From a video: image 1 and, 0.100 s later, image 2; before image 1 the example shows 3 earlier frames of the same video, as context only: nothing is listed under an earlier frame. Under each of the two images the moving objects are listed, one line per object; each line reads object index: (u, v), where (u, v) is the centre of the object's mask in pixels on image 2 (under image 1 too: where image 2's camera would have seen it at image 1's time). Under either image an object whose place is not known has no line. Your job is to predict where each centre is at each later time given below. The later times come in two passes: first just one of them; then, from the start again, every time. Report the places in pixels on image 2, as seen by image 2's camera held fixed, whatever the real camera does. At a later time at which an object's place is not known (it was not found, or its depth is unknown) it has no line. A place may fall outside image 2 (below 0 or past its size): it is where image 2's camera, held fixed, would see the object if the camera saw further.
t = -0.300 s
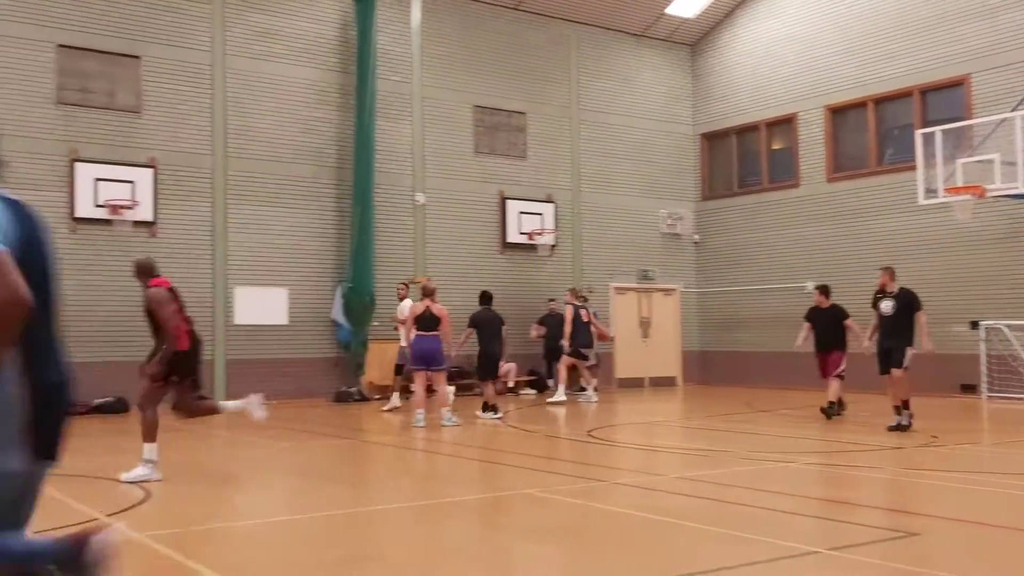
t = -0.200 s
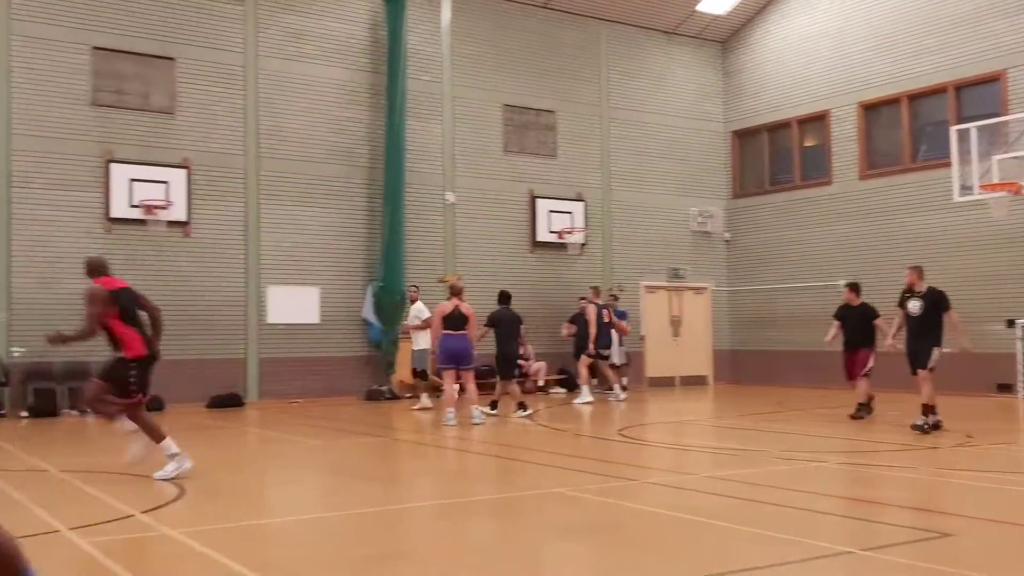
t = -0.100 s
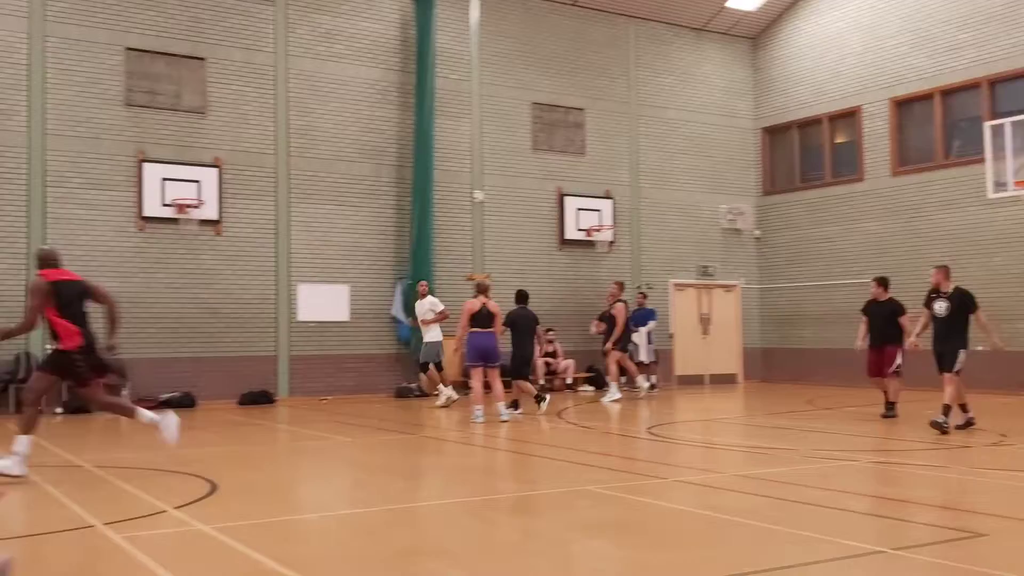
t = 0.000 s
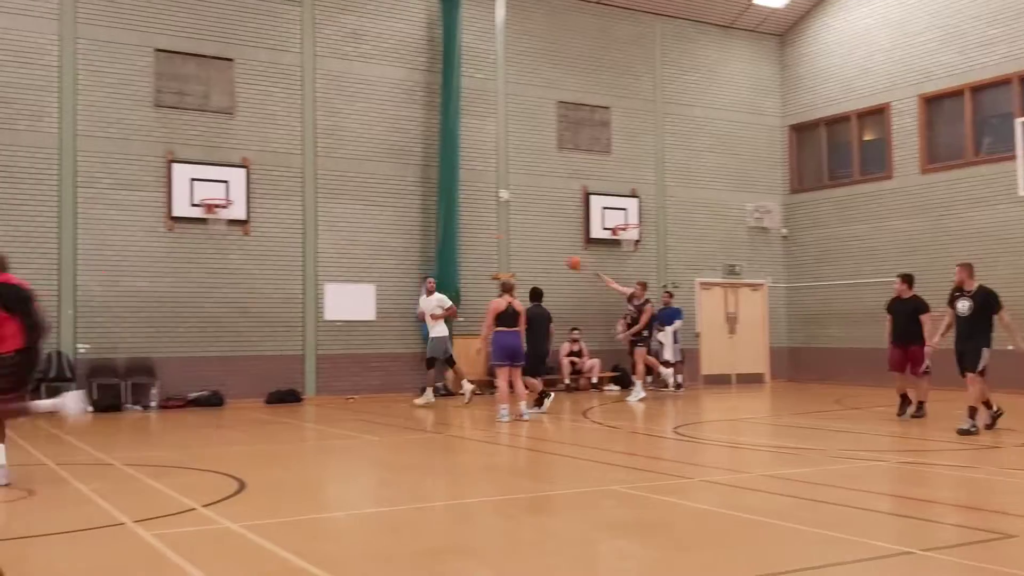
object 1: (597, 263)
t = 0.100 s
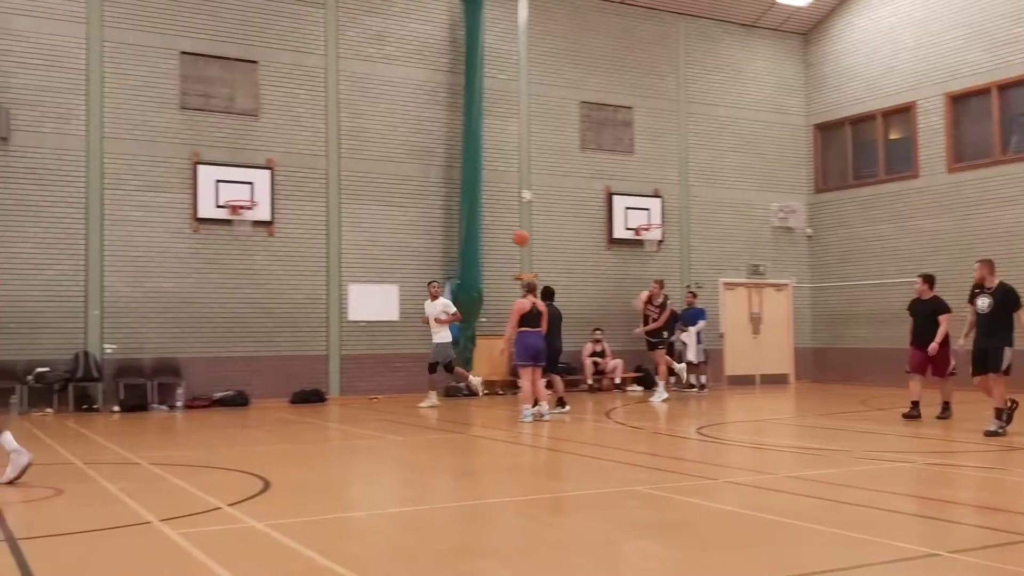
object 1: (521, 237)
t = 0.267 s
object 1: (364, 199)
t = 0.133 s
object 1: (494, 230)
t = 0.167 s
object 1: (463, 221)
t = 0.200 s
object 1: (432, 213)
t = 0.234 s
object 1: (399, 206)
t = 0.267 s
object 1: (364, 199)
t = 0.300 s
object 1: (329, 193)
